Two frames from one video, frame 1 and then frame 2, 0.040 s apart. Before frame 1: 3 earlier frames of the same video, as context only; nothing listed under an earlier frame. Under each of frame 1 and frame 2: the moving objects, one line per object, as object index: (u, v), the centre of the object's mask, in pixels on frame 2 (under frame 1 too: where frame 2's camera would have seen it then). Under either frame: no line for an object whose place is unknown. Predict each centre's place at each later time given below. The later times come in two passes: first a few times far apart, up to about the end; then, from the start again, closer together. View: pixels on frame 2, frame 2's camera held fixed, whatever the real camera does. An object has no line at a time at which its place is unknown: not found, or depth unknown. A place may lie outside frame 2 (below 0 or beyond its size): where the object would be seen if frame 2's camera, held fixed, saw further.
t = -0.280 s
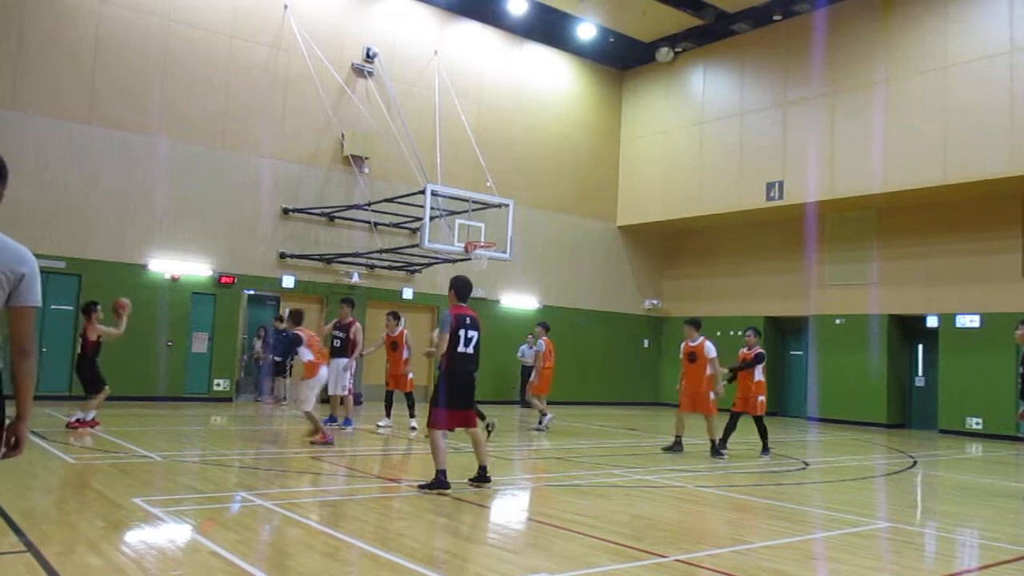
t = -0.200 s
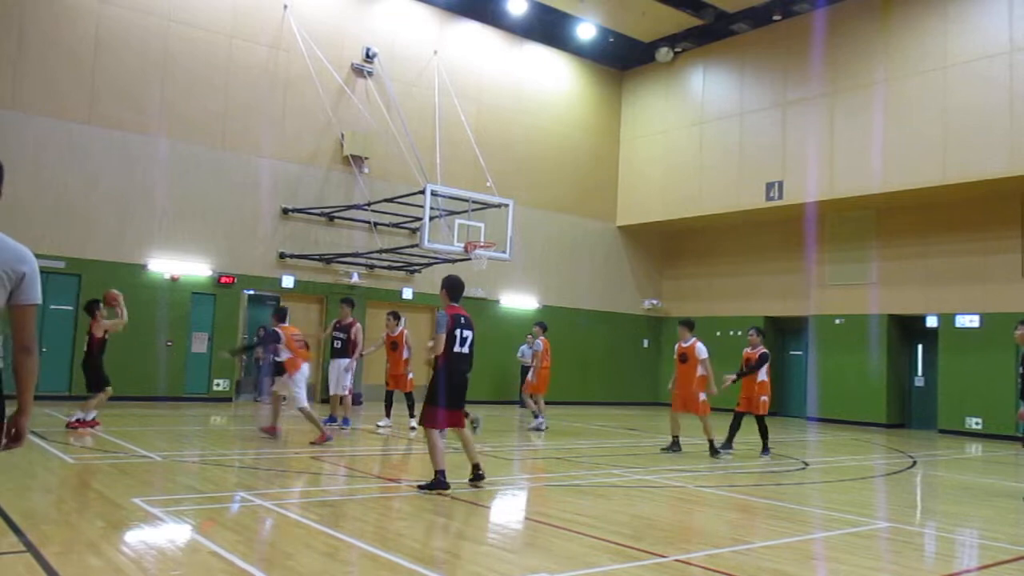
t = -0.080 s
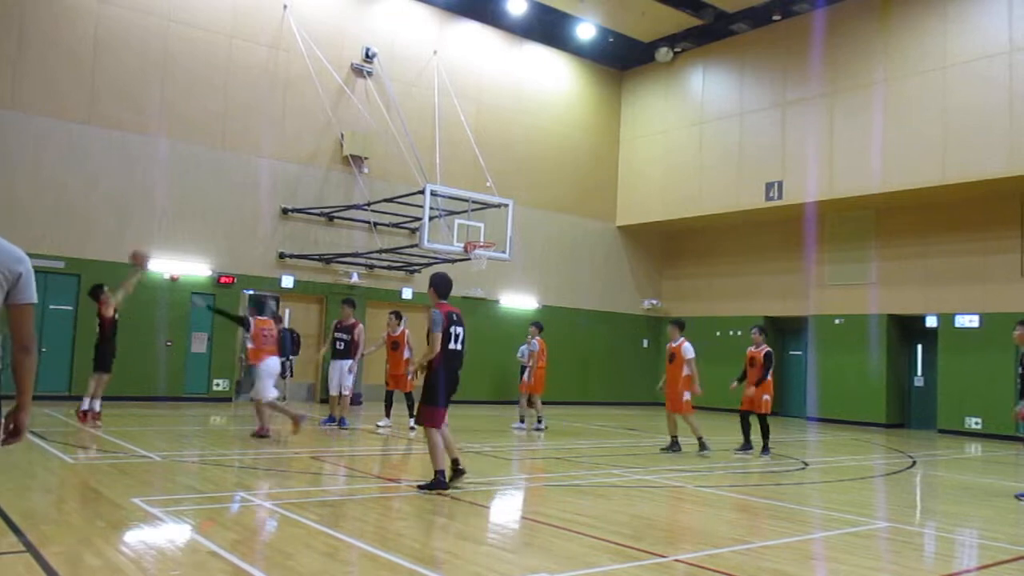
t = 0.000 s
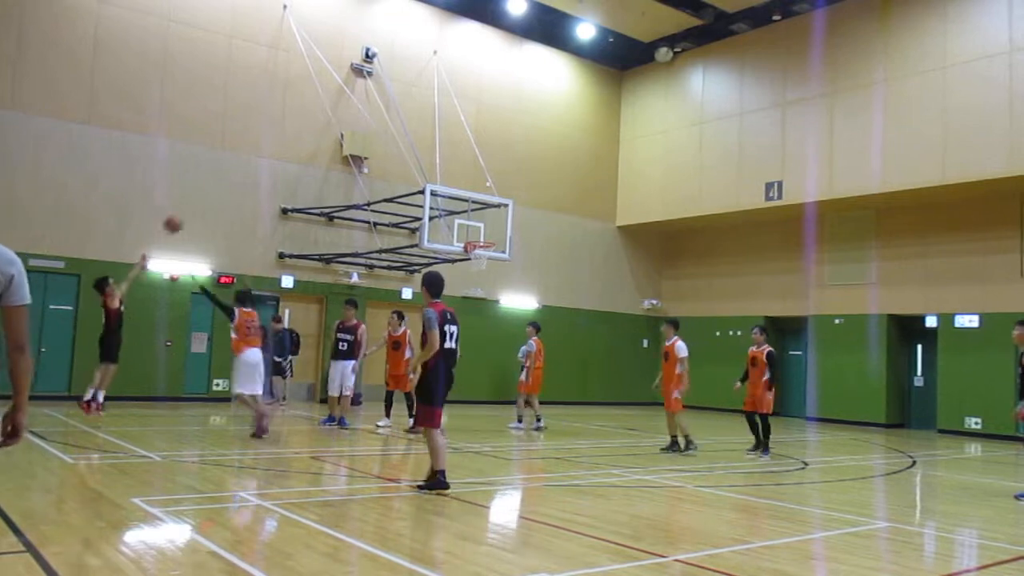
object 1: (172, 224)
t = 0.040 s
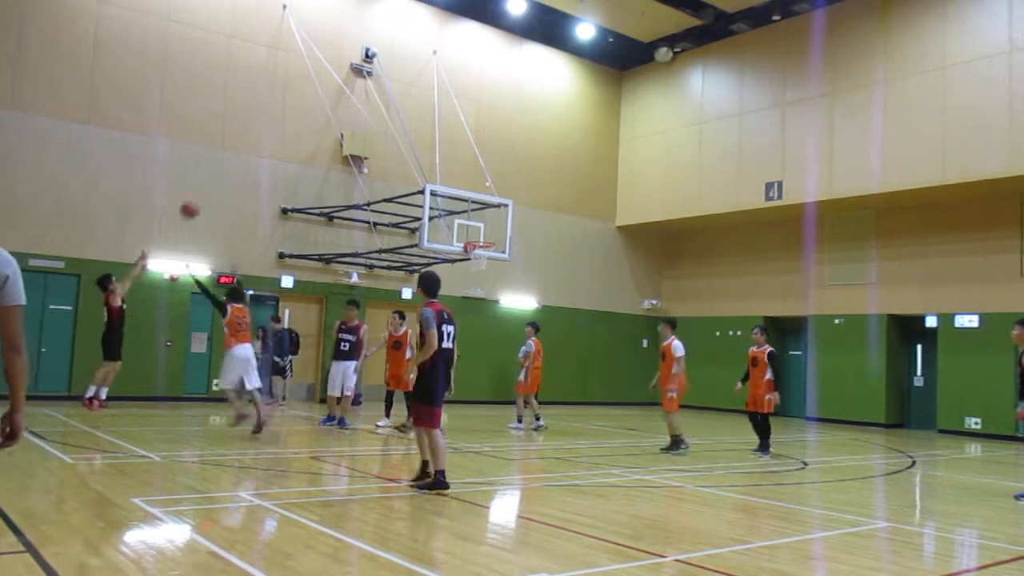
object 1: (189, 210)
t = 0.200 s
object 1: (249, 168)
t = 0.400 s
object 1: (315, 142)
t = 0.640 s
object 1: (382, 147)
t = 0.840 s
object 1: (432, 176)
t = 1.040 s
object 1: (474, 223)
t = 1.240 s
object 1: (479, 250)
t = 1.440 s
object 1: (470, 270)
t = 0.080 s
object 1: (204, 197)
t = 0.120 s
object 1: (220, 186)
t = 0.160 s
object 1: (234, 176)
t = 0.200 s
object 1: (249, 168)
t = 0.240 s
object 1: (263, 161)
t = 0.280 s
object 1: (276, 154)
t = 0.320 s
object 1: (290, 149)
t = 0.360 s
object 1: (303, 145)
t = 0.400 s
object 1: (315, 142)
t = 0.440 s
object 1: (327, 141)
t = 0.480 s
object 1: (339, 140)
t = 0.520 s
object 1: (350, 140)
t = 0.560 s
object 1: (362, 141)
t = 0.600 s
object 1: (372, 144)
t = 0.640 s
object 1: (382, 147)
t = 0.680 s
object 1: (393, 151)
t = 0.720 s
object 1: (403, 156)
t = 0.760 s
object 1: (412, 162)
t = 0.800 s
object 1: (422, 169)
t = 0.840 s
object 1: (432, 176)
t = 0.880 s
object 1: (441, 183)
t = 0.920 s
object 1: (448, 192)
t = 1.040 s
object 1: (474, 223)
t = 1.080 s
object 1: (481, 234)
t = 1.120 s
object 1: (484, 242)
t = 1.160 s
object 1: (471, 246)
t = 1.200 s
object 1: (471, 246)
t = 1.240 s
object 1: (479, 250)
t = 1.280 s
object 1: (477, 251)
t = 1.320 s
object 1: (479, 255)
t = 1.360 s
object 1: (476, 260)
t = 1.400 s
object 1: (473, 263)
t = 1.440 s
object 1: (470, 270)
